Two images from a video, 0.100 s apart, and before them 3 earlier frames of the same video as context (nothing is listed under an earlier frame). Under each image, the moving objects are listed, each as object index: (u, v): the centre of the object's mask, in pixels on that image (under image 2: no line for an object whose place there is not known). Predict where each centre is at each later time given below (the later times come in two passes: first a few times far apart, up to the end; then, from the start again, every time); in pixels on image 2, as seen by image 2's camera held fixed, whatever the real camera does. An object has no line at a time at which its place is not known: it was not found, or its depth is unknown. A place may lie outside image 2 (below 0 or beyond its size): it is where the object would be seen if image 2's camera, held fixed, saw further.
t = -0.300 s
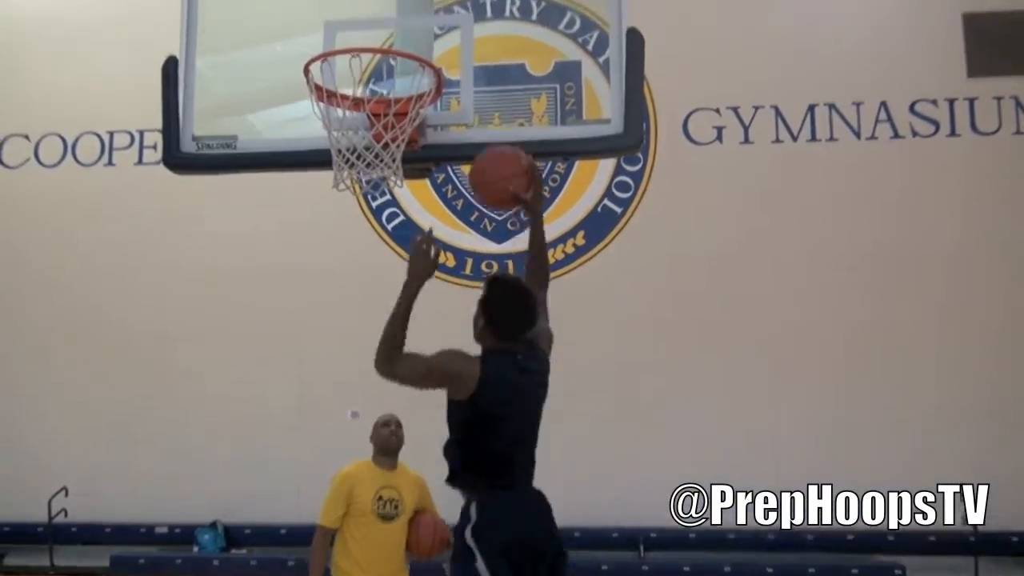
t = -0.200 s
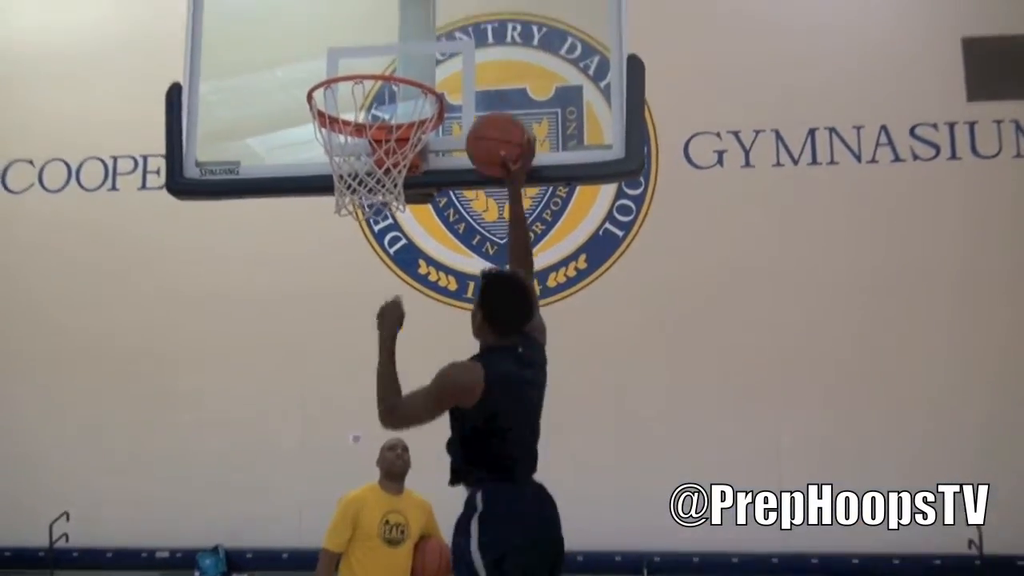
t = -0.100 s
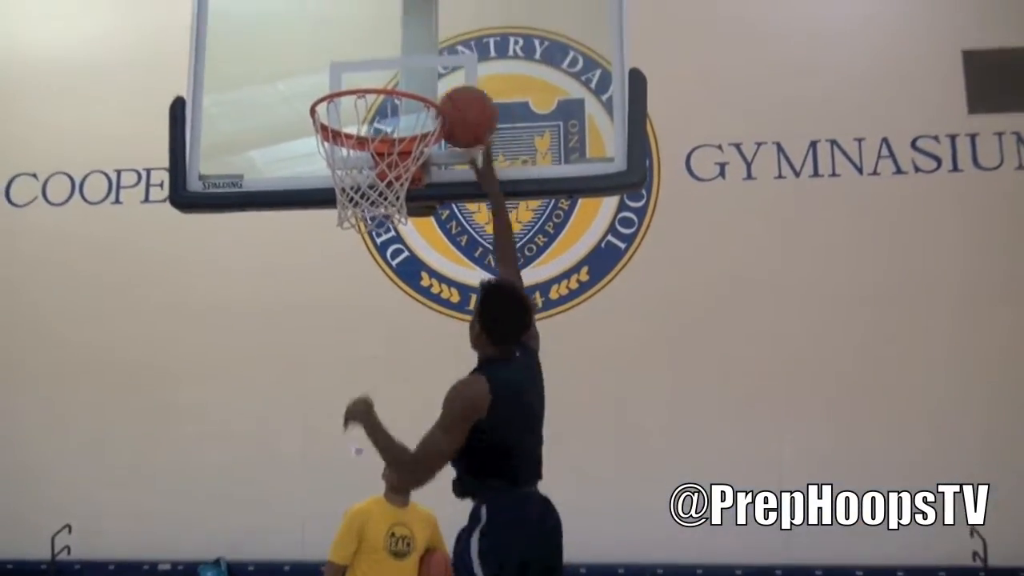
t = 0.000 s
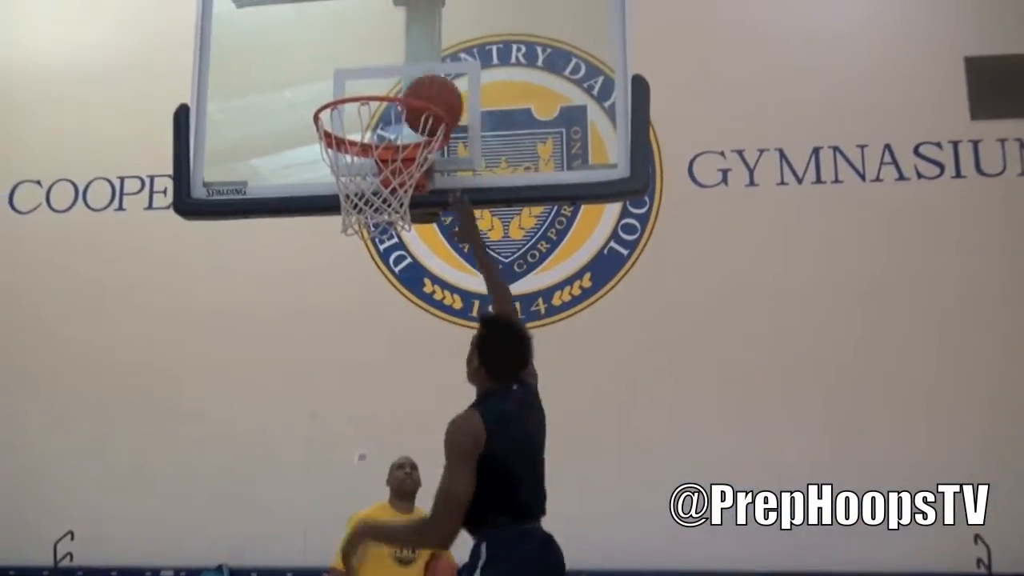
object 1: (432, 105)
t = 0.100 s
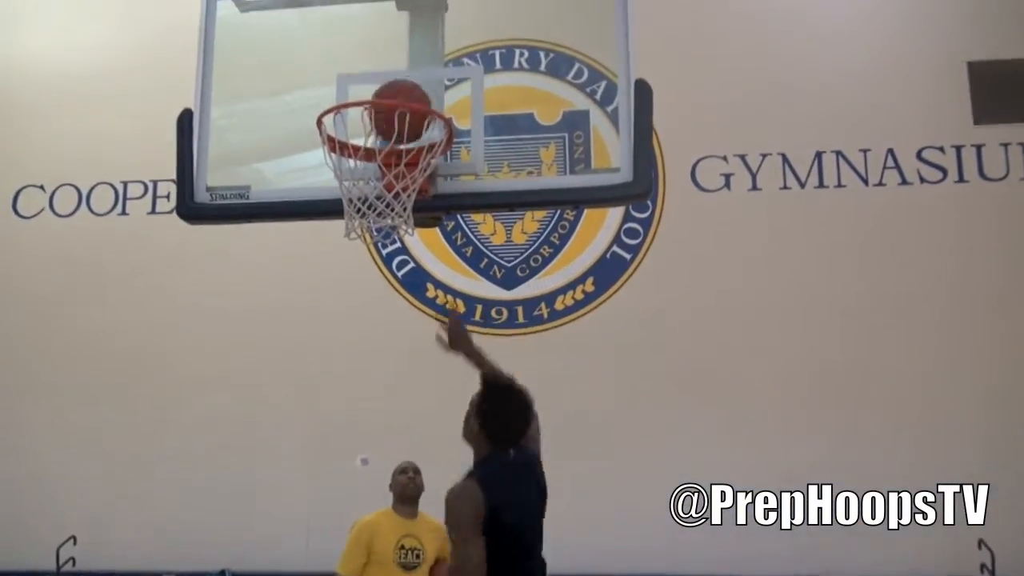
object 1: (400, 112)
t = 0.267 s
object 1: (340, 166)
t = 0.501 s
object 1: (376, 224)
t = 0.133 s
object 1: (388, 120)
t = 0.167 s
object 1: (375, 130)
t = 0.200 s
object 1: (362, 139)
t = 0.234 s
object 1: (347, 154)
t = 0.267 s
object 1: (340, 166)
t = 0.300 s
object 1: (340, 205)
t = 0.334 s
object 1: (344, 200)
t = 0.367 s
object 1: (348, 199)
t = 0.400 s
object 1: (362, 201)
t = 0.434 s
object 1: (367, 207)
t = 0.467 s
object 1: (370, 214)
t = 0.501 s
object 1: (376, 224)
